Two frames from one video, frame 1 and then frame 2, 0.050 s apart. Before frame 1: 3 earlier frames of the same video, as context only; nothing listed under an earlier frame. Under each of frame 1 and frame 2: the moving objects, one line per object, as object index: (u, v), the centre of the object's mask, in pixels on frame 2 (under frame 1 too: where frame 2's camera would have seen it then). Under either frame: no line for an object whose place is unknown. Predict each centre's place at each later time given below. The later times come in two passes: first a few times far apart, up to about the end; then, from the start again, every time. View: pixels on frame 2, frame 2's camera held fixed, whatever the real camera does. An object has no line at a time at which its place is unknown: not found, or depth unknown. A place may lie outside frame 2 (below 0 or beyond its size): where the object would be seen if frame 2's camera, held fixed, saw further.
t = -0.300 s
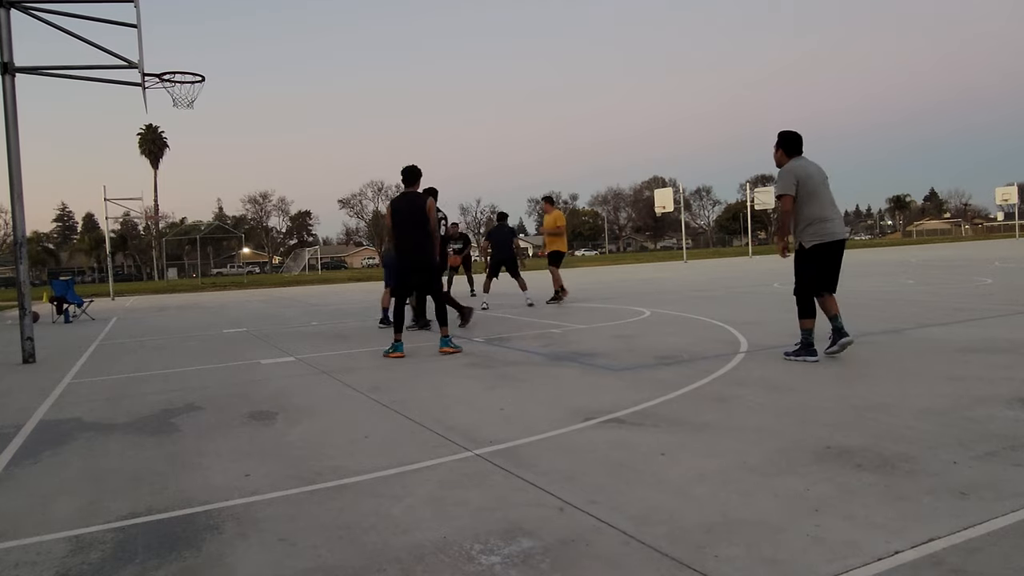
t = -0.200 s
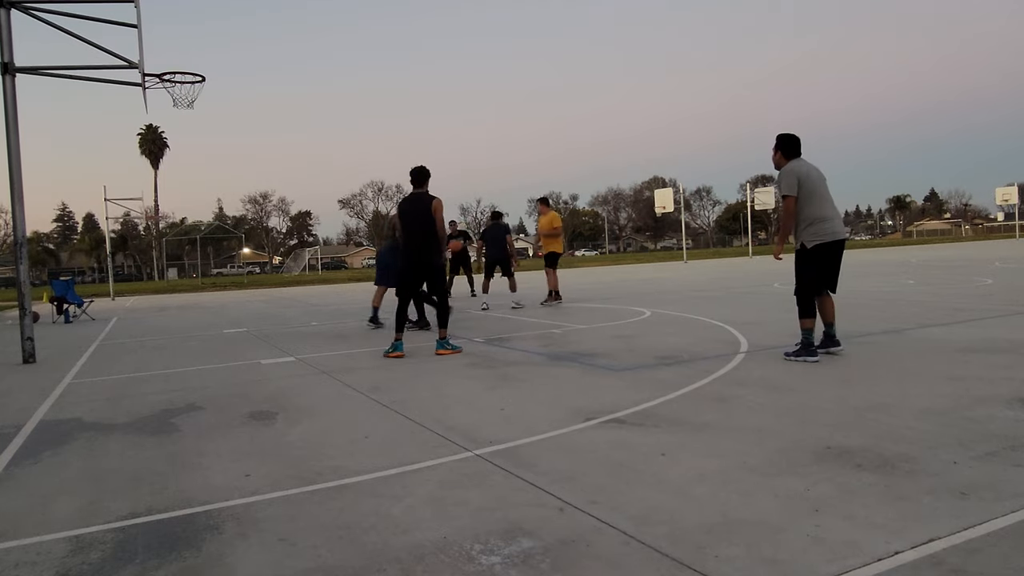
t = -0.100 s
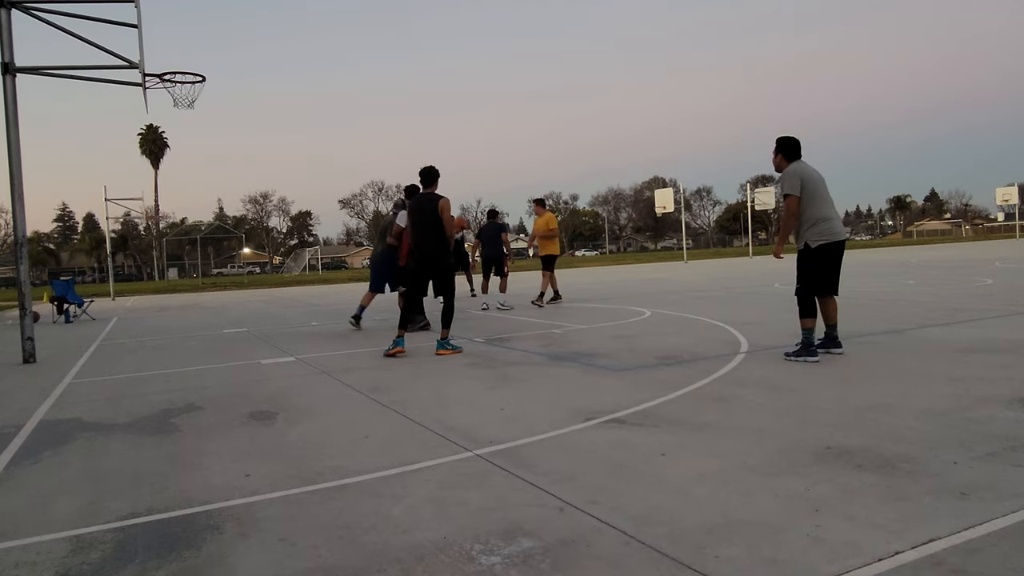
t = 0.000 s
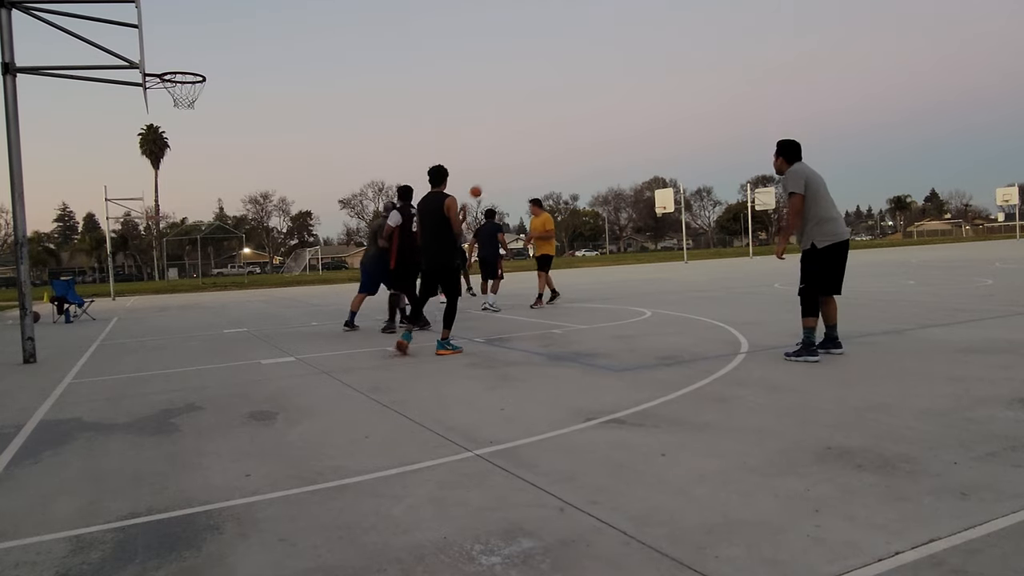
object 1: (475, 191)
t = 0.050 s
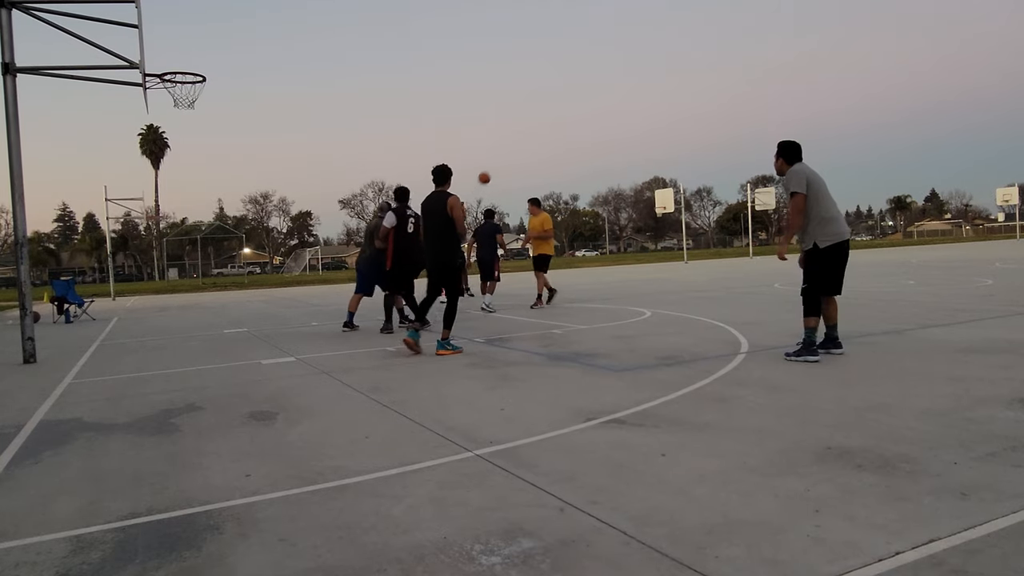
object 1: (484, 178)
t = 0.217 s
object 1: (515, 138)
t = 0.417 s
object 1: (562, 105)
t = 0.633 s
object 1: (626, 93)
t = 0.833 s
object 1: (704, 115)
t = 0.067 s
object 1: (487, 174)
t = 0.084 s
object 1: (490, 169)
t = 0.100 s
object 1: (493, 165)
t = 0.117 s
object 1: (496, 161)
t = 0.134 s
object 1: (499, 157)
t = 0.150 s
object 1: (502, 153)
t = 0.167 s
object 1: (505, 149)
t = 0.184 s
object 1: (508, 145)
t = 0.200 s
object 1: (512, 142)
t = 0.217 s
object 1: (515, 138)
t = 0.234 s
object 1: (519, 135)
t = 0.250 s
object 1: (522, 131)
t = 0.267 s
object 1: (526, 128)
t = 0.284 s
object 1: (530, 125)
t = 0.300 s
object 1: (534, 122)
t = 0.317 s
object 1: (538, 120)
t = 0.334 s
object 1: (541, 117)
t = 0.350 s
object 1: (545, 114)
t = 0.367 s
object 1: (549, 112)
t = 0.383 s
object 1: (554, 109)
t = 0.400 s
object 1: (558, 107)
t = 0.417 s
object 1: (562, 105)
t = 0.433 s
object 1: (566, 103)
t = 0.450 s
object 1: (571, 102)
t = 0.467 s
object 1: (575, 100)
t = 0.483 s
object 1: (580, 99)
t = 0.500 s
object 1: (585, 97)
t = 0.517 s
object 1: (590, 96)
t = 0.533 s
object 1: (594, 95)
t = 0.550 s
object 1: (599, 94)
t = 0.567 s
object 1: (605, 94)
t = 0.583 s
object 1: (610, 93)
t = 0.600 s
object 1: (615, 93)
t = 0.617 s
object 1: (621, 93)
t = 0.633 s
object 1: (626, 93)
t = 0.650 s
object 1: (632, 94)
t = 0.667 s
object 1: (638, 95)
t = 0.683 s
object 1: (644, 95)
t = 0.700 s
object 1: (650, 96)
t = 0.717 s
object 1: (656, 98)
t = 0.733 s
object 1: (663, 100)
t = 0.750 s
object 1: (669, 101)
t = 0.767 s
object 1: (676, 103)
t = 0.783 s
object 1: (683, 106)
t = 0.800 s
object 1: (689, 108)
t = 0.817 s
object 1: (696, 112)
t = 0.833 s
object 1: (704, 115)
